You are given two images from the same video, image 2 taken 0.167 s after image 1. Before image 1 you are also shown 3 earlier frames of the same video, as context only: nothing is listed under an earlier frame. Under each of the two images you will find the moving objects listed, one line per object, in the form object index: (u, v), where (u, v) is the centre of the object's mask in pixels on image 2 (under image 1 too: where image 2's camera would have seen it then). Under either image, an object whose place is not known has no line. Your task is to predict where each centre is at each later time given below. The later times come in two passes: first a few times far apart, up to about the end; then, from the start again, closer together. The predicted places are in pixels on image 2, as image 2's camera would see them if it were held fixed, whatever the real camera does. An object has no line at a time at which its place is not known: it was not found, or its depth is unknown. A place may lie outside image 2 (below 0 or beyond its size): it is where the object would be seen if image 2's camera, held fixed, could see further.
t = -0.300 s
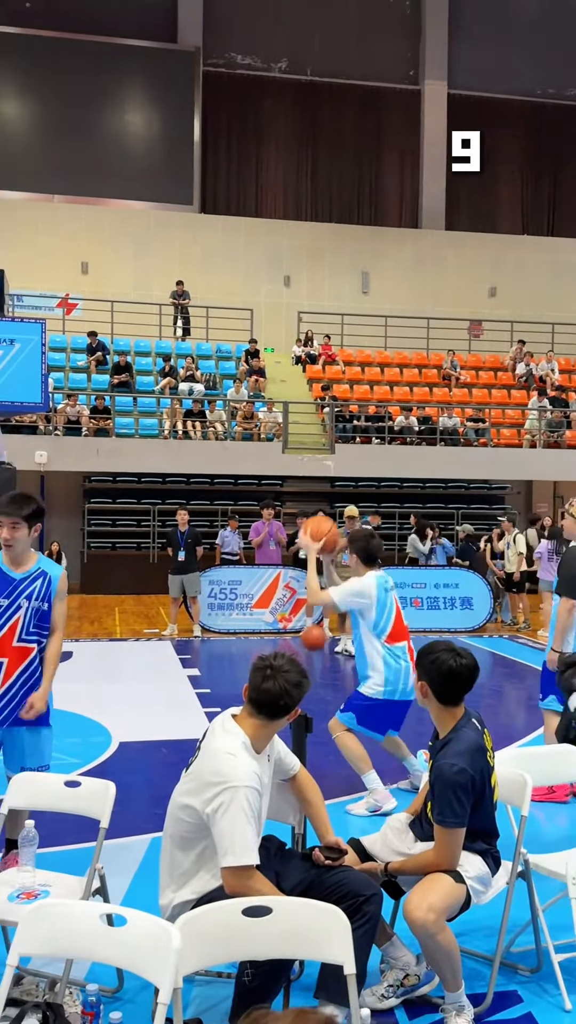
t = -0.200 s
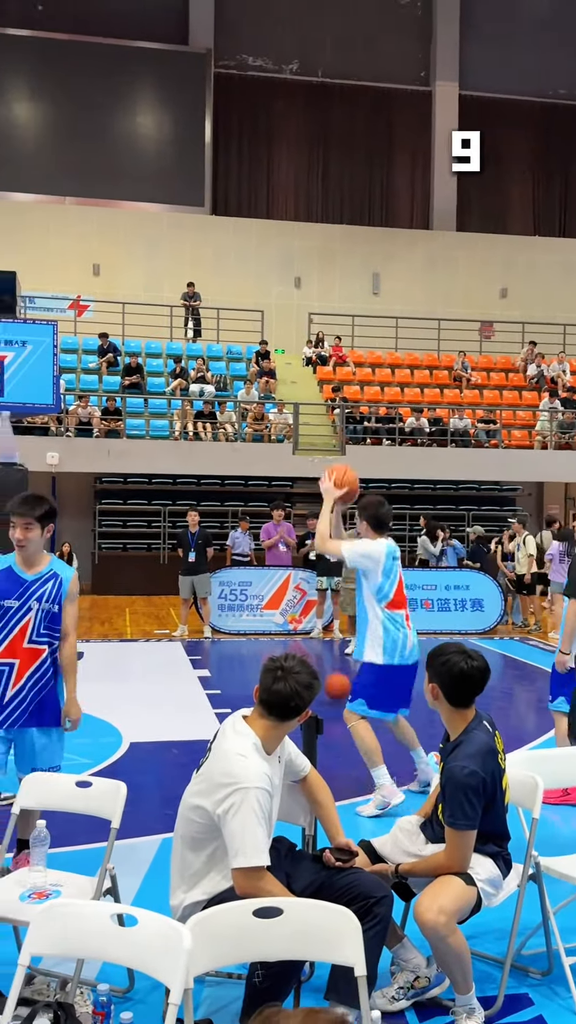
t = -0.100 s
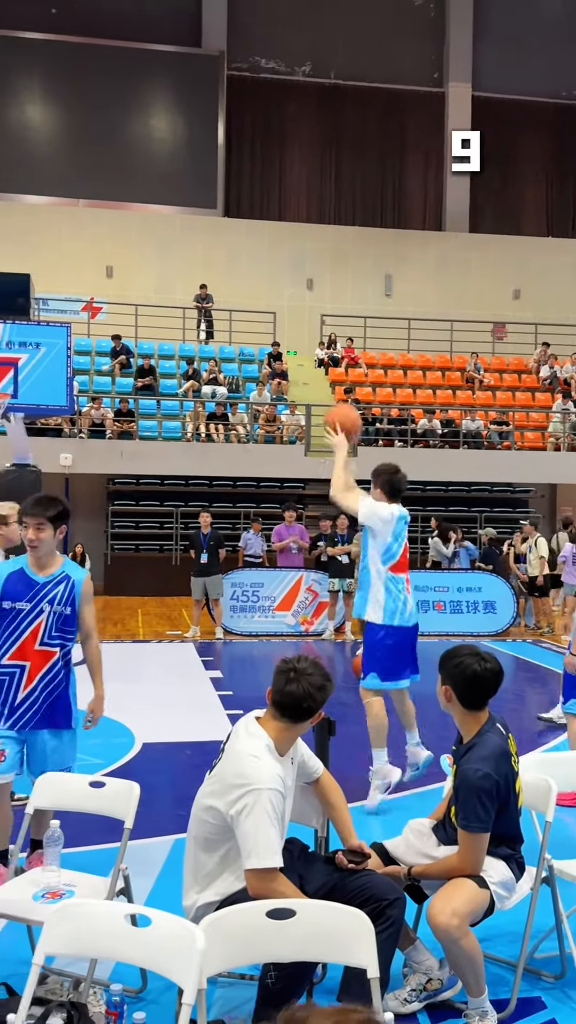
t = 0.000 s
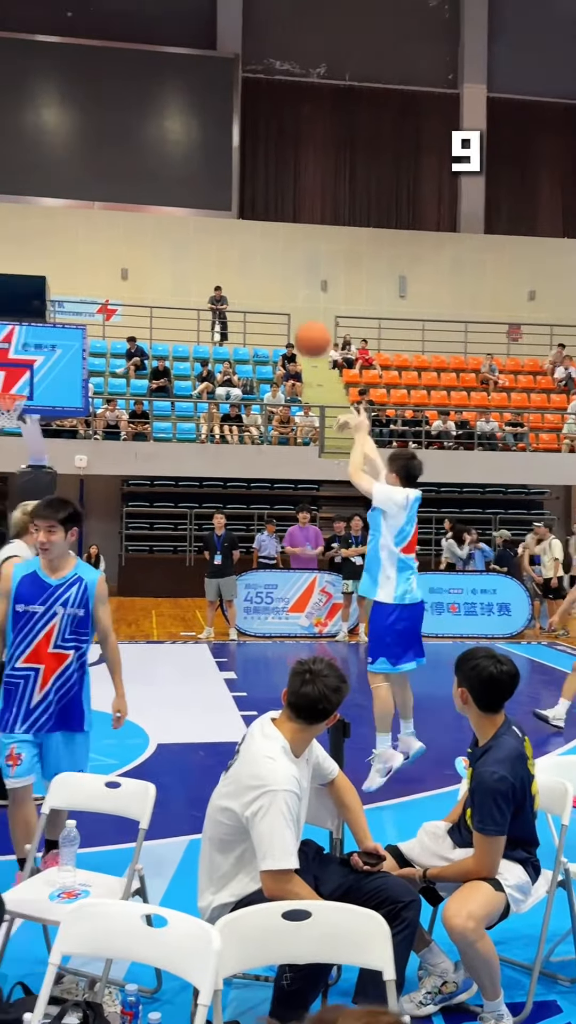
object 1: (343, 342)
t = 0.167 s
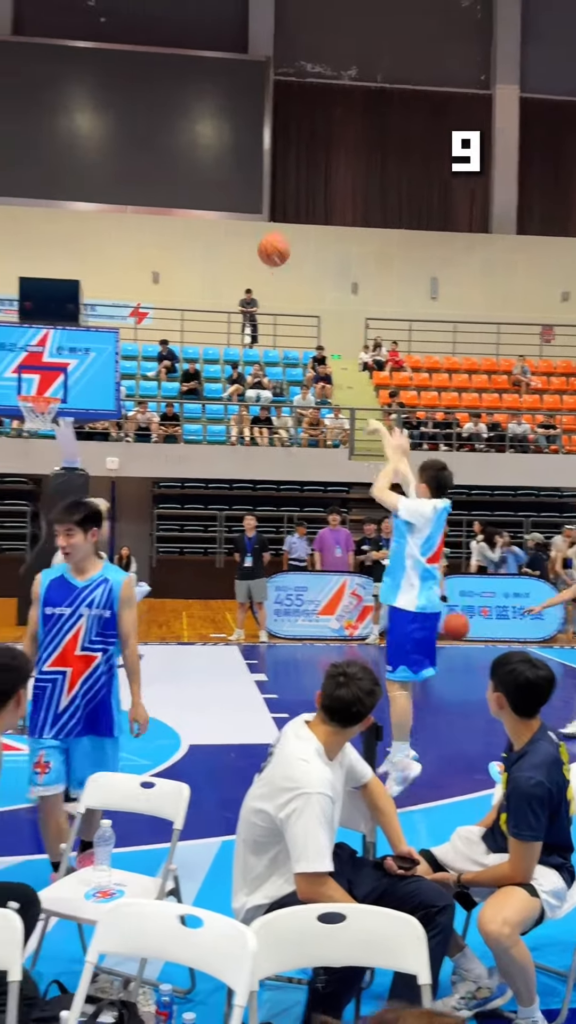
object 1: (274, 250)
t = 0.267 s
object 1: (239, 218)
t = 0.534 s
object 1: (165, 203)
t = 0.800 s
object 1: (107, 257)
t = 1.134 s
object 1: (48, 388)
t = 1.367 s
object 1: (28, 425)
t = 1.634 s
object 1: (18, 489)
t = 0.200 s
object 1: (262, 237)
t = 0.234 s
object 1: (251, 227)
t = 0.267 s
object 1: (239, 218)
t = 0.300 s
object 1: (229, 212)
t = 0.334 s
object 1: (219, 206)
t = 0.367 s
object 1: (209, 203)
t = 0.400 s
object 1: (200, 200)
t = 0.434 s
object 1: (191, 199)
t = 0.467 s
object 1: (182, 199)
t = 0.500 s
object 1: (173, 200)
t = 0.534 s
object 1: (165, 203)
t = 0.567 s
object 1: (157, 206)
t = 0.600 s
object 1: (149, 211)
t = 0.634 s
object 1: (142, 217)
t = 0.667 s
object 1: (135, 223)
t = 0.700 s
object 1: (128, 231)
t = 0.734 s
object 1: (121, 239)
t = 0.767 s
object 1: (114, 248)
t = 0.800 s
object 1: (107, 257)
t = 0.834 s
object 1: (101, 267)
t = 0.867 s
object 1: (95, 279)
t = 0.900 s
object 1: (89, 291)
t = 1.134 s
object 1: (48, 388)
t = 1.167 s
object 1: (43, 405)
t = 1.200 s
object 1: (40, 412)
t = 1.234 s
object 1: (37, 416)
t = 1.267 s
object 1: (34, 418)
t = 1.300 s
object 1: (33, 420)
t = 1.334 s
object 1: (29, 423)
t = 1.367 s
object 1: (28, 425)
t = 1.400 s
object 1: (26, 429)
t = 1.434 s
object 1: (24, 433)
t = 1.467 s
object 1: (22, 439)
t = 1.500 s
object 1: (21, 448)
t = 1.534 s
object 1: (19, 456)
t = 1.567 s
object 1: (16, 467)
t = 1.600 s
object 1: (15, 479)
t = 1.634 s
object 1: (18, 489)
